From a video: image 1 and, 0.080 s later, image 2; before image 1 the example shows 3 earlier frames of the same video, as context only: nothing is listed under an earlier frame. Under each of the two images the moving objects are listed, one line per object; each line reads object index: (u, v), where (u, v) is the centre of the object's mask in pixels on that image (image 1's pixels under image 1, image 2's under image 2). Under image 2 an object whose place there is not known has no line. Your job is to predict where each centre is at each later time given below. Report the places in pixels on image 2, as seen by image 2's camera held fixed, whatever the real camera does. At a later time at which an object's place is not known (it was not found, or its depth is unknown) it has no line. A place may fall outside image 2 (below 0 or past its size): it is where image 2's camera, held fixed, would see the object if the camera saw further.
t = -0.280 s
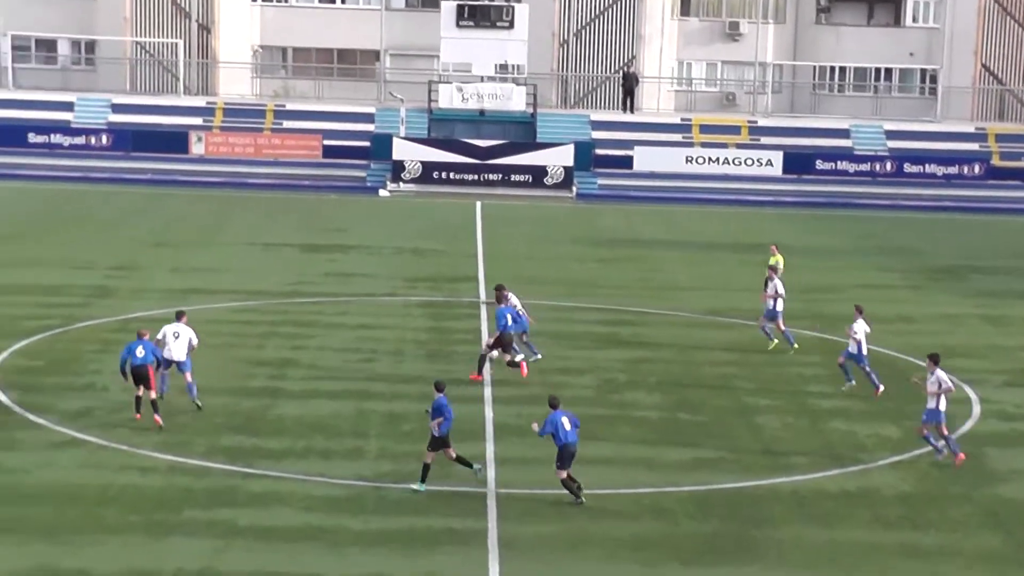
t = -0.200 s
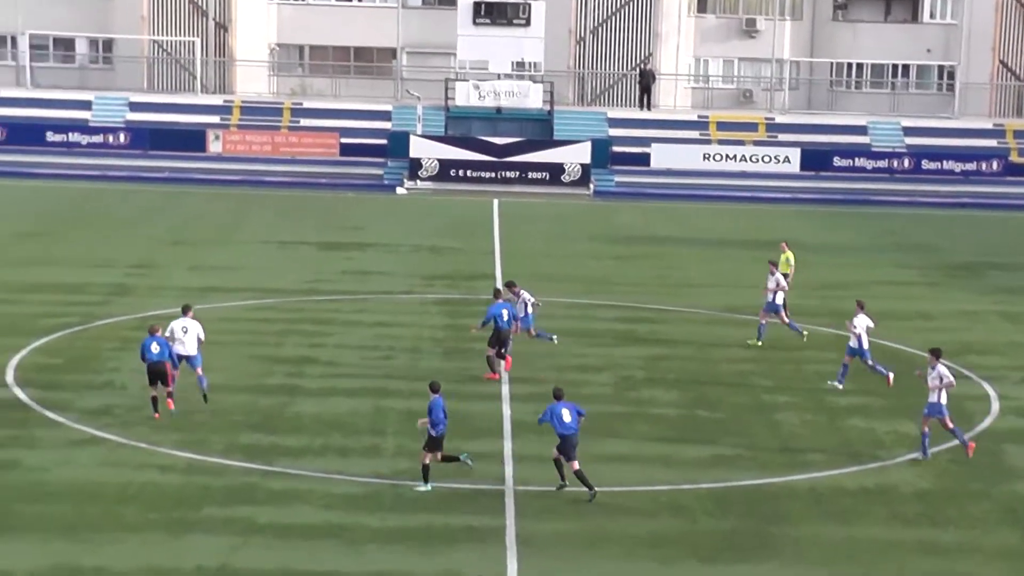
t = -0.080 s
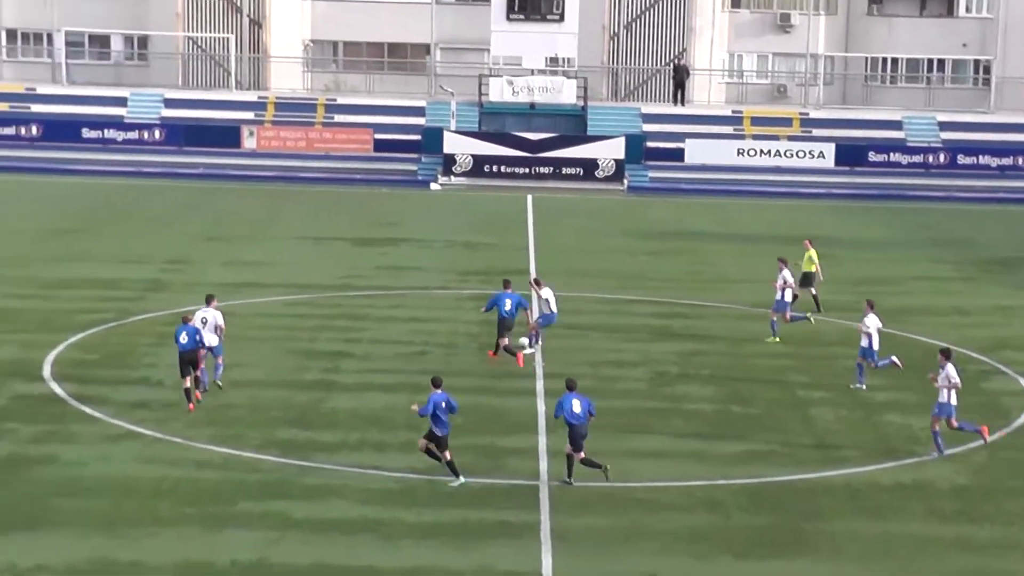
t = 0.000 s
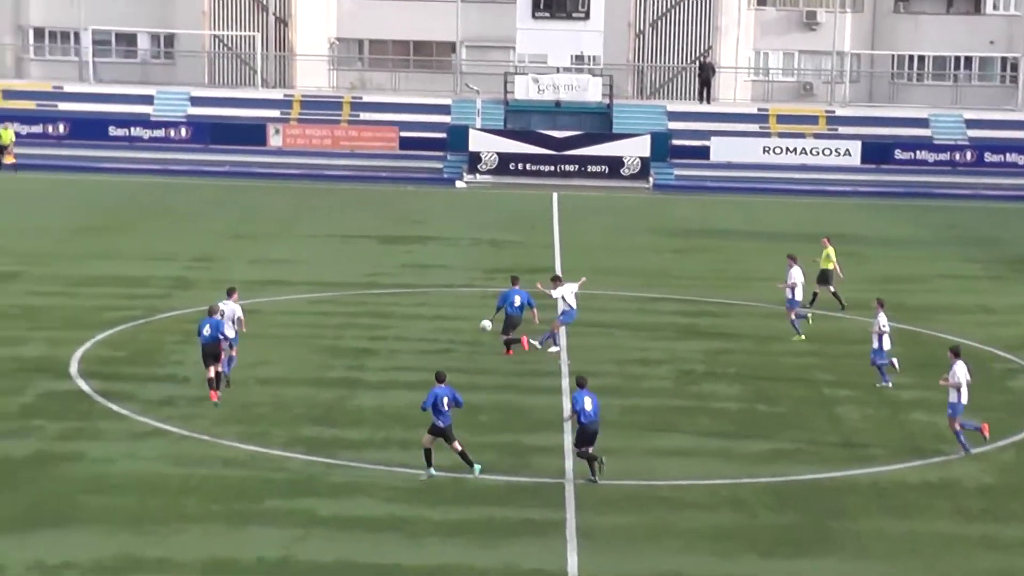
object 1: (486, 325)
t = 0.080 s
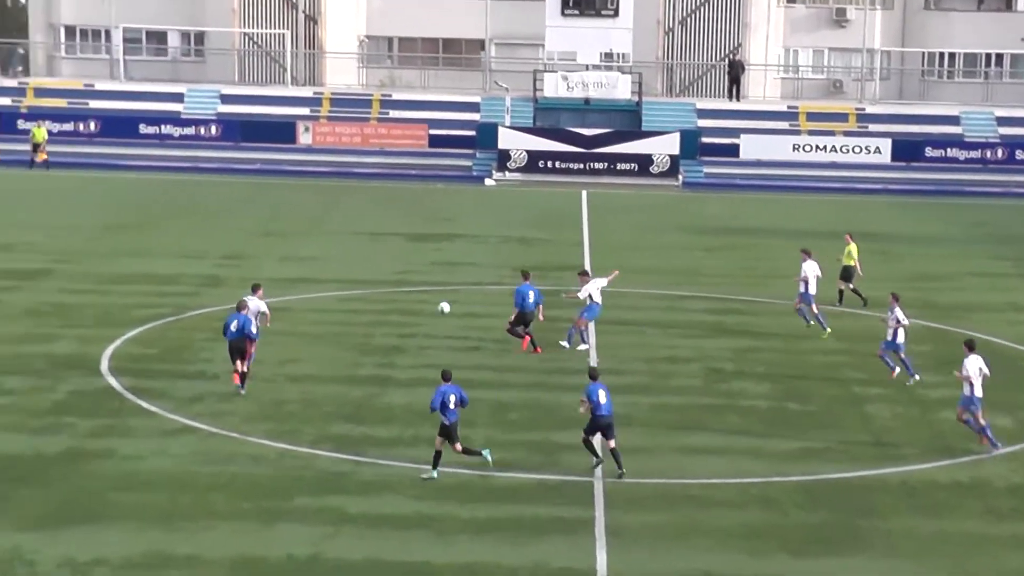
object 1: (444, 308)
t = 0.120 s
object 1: (409, 301)
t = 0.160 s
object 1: (374, 293)
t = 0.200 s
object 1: (339, 287)
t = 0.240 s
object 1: (303, 281)
